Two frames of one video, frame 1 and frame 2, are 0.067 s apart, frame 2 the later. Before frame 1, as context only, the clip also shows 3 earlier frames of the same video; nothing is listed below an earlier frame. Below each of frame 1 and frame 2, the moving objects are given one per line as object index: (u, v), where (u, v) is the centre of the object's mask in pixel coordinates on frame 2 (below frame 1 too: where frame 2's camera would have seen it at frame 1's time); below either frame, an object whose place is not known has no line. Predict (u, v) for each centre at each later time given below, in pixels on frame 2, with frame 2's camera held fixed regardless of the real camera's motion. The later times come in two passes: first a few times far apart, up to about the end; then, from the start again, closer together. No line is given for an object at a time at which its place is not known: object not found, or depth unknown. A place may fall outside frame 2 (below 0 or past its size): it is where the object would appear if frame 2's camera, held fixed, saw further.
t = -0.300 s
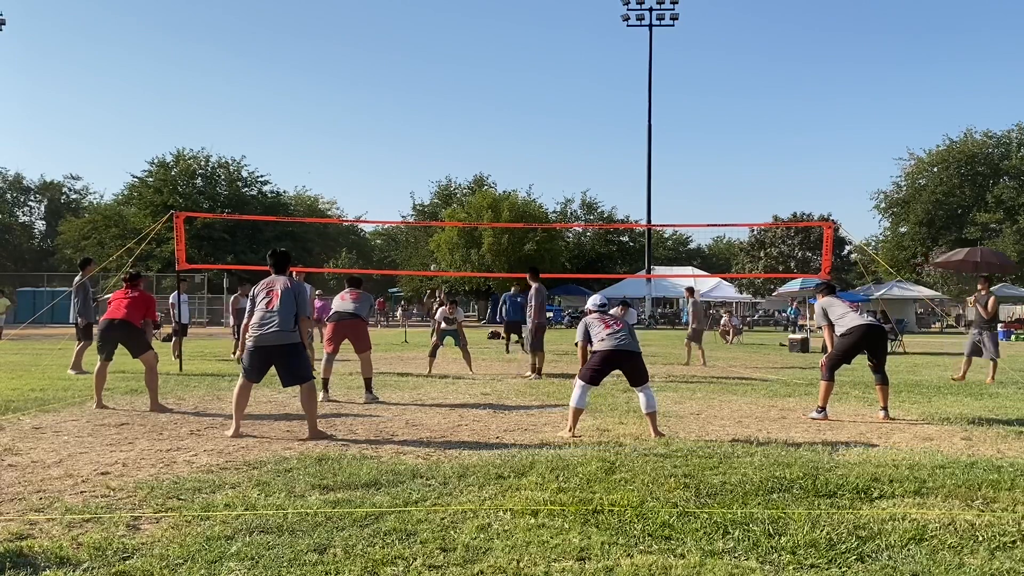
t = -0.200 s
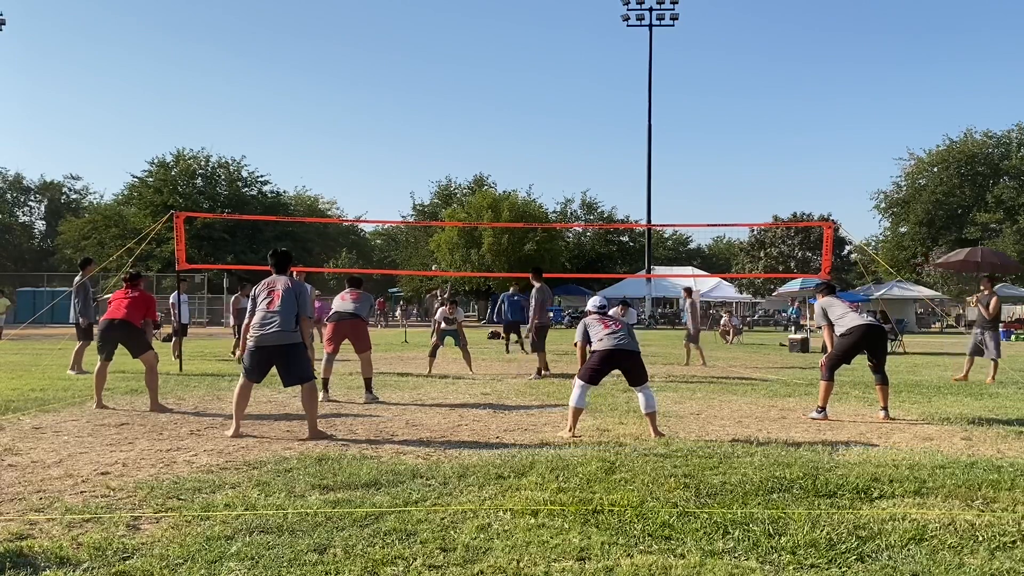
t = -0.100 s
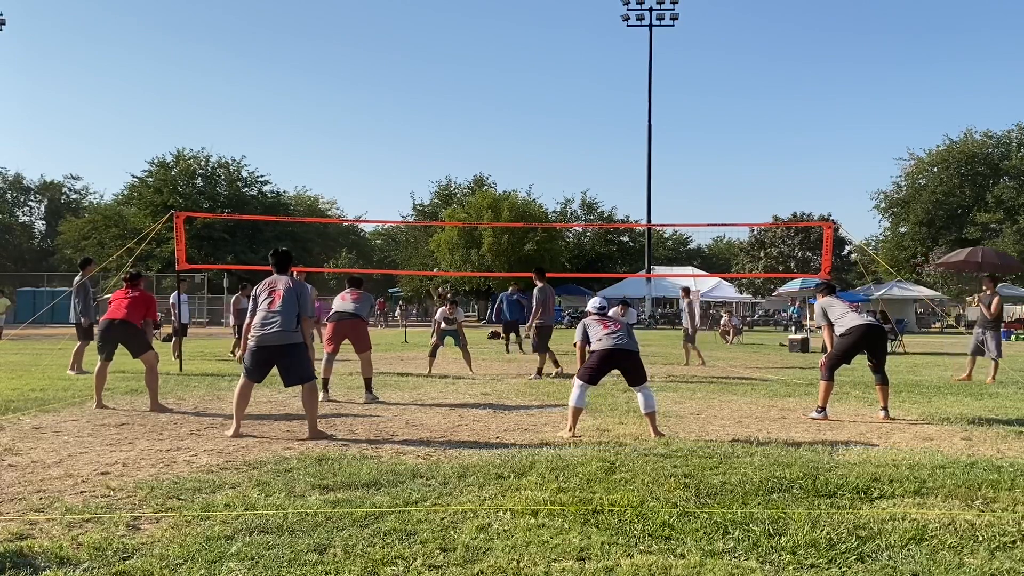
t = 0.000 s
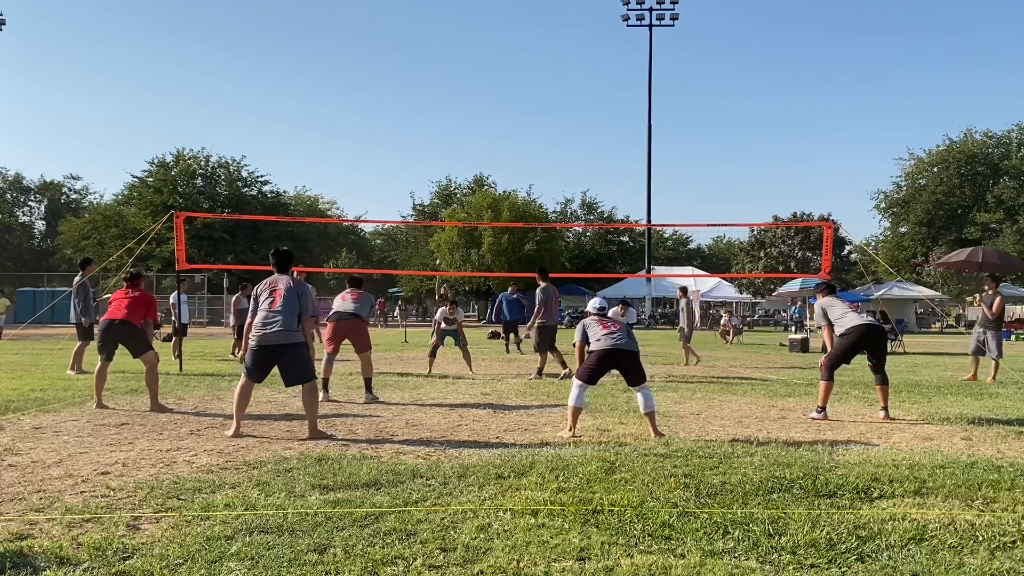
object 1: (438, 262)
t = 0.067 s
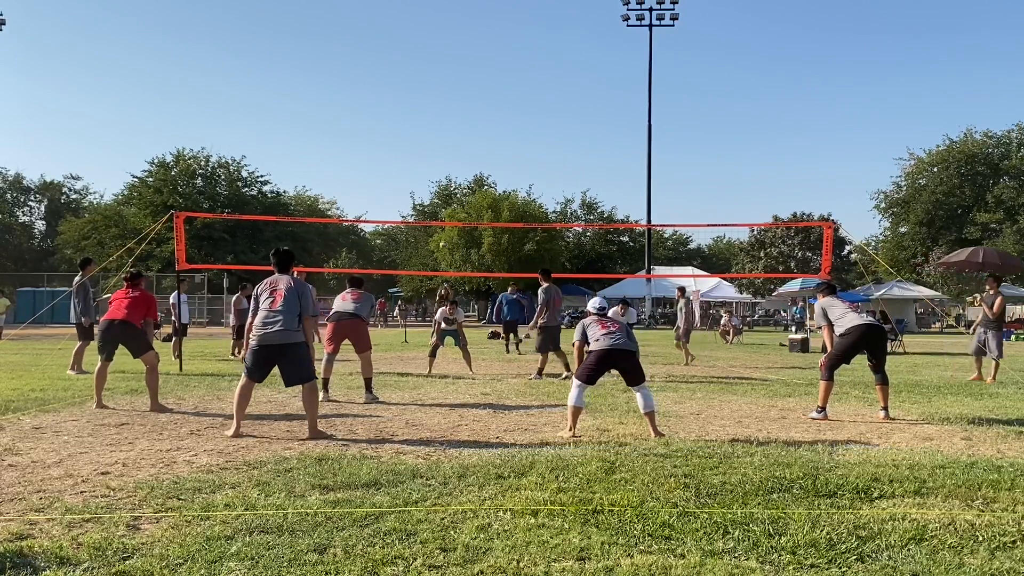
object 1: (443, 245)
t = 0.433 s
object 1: (463, 166)
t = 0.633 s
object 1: (476, 138)
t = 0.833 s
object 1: (492, 126)
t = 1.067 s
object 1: (515, 140)
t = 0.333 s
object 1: (457, 184)
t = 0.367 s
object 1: (460, 178)
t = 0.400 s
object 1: (461, 172)
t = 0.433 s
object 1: (463, 166)
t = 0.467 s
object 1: (465, 160)
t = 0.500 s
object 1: (467, 155)
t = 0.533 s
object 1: (469, 150)
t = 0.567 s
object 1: (471, 146)
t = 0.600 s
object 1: (474, 142)
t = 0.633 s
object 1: (476, 138)
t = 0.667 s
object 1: (478, 135)
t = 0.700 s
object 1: (481, 132)
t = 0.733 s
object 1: (483, 130)
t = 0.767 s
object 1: (486, 128)
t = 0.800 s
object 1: (489, 127)
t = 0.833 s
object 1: (492, 126)
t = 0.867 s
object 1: (495, 126)
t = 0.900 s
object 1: (498, 126)
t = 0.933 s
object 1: (501, 128)
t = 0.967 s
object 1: (505, 130)
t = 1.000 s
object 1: (508, 133)
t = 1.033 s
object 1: (512, 136)
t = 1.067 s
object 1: (515, 140)
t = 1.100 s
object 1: (519, 145)
